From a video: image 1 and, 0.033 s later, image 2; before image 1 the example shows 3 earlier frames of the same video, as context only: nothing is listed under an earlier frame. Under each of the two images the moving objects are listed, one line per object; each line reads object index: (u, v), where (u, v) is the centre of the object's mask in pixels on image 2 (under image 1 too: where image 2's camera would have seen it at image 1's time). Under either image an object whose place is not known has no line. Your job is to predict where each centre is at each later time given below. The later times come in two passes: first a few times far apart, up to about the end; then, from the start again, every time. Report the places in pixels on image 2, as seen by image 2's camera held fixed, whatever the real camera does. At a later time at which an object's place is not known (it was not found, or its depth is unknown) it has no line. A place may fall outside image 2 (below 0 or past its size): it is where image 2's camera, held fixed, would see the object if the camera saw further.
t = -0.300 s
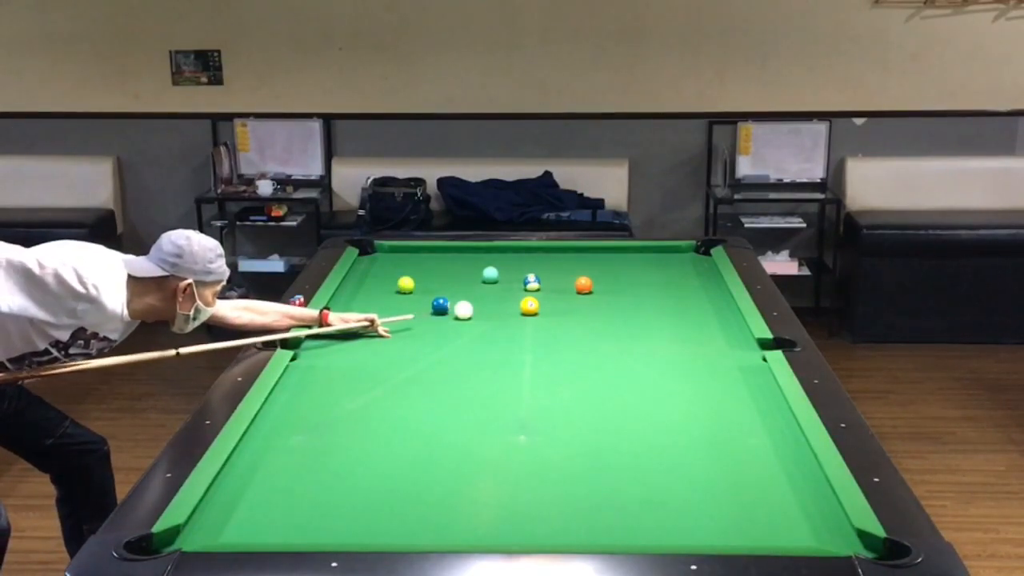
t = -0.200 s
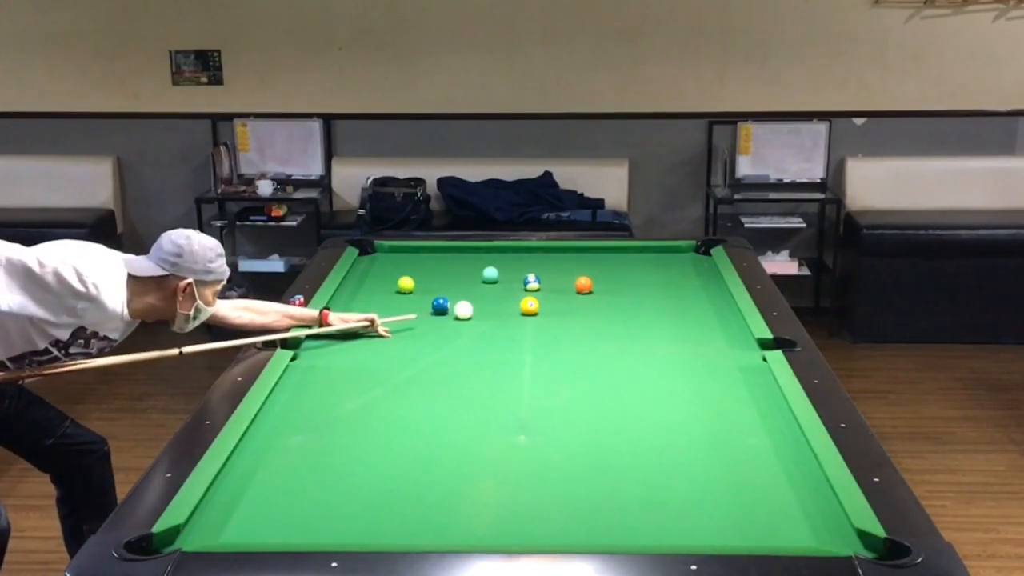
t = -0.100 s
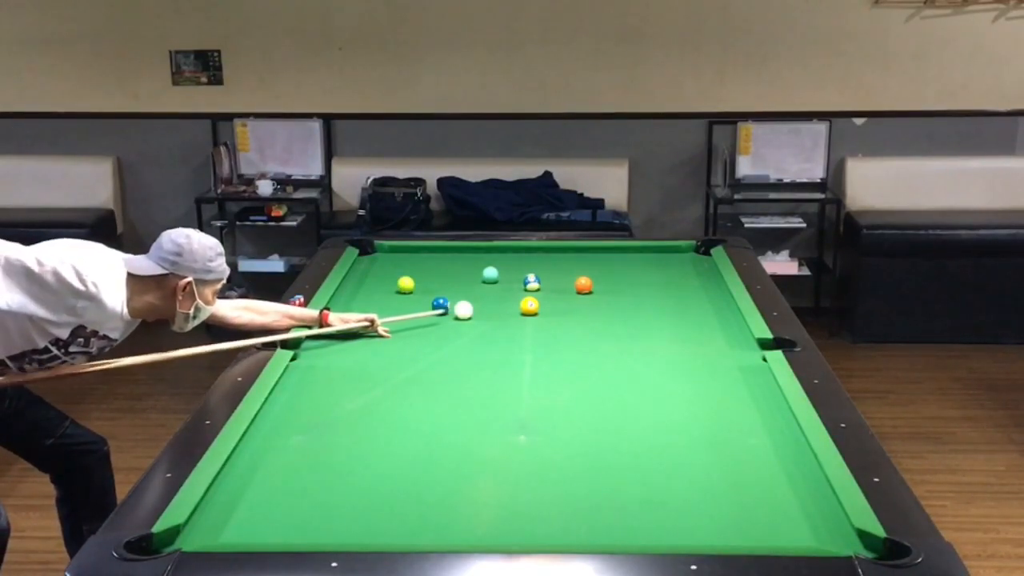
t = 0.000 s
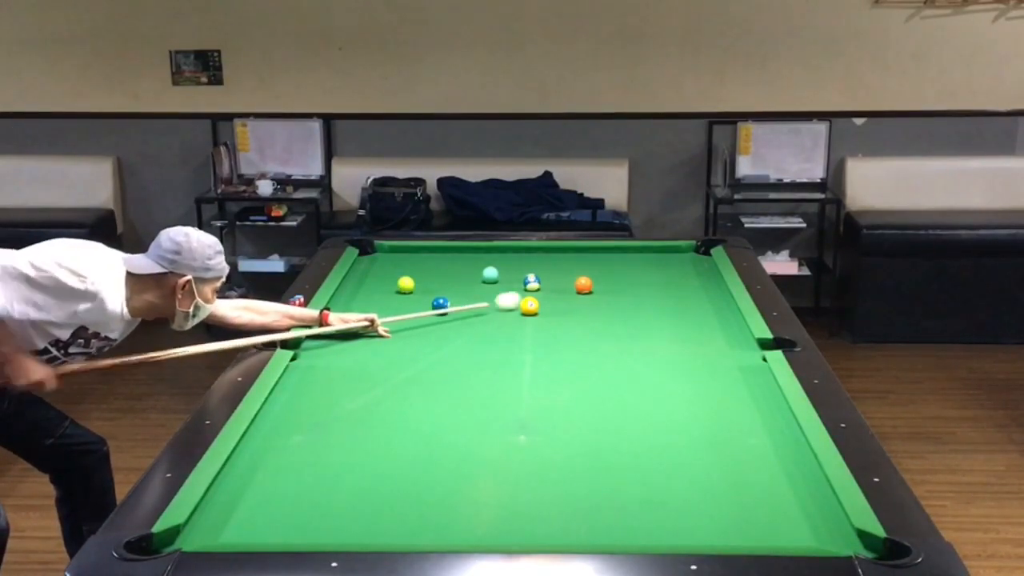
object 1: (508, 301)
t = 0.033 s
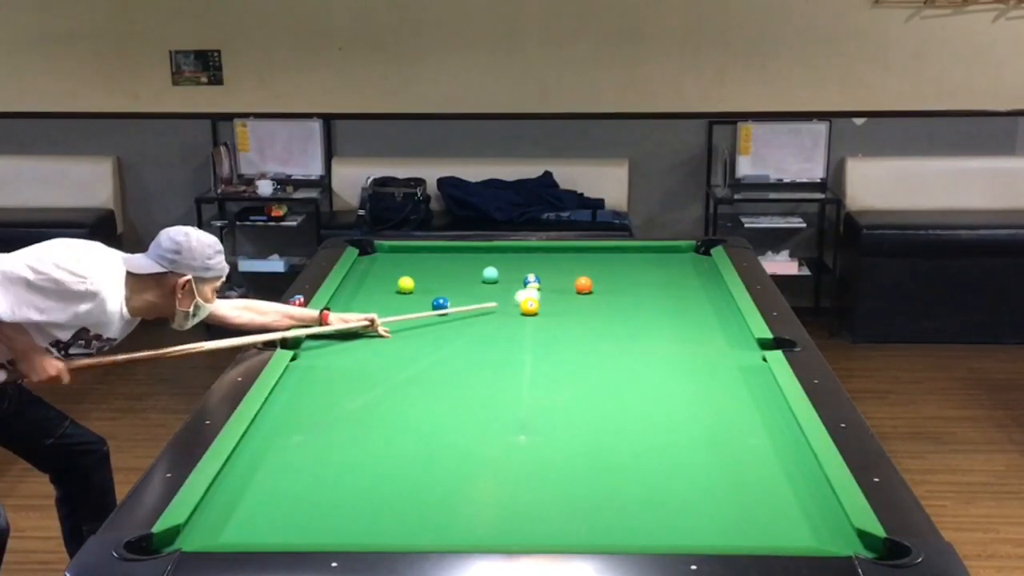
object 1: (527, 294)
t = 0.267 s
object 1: (597, 290)
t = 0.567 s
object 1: (662, 287)
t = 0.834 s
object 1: (717, 285)
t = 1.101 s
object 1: (692, 285)
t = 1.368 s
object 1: (667, 286)
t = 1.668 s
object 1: (641, 286)
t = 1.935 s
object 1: (620, 287)
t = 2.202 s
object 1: (601, 287)
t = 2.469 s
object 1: (584, 287)
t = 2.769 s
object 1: (567, 288)
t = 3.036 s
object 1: (554, 289)
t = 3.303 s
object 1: (544, 289)
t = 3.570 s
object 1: (535, 289)
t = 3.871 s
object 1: (528, 289)
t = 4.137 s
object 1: (523, 289)
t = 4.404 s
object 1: (520, 290)
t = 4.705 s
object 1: (519, 290)
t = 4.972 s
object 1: (519, 290)
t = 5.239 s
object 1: (519, 290)
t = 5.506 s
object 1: (519, 290)
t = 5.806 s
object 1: (519, 290)
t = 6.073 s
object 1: (519, 290)
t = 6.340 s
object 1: (519, 290)
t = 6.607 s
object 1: (519, 290)
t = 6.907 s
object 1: (519, 290)
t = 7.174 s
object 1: (519, 290)
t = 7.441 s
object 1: (519, 290)
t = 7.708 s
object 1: (519, 290)
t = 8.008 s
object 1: (519, 290)
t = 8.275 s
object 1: (519, 290)
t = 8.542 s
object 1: (519, 290)
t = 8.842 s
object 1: (519, 290)
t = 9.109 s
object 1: (519, 290)
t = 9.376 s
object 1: (519, 290)
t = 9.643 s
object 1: (519, 290)
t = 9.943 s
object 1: (519, 290)
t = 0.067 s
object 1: (546, 293)
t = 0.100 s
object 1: (563, 290)
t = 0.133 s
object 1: (575, 288)
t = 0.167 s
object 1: (579, 289)
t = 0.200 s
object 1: (584, 290)
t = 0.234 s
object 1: (591, 290)
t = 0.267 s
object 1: (597, 290)
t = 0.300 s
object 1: (604, 290)
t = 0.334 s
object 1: (611, 289)
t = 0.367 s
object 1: (619, 289)
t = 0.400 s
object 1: (626, 289)
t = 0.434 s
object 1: (633, 289)
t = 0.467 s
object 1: (640, 288)
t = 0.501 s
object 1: (648, 288)
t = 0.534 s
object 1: (655, 288)
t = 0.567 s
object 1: (662, 287)
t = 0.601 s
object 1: (669, 287)
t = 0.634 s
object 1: (676, 287)
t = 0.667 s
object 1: (683, 286)
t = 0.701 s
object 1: (689, 286)
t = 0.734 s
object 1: (697, 286)
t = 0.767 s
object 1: (703, 286)
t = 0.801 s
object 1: (710, 285)
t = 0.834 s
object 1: (717, 285)
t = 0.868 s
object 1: (716, 285)
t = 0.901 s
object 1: (712, 285)
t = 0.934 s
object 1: (709, 285)
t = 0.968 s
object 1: (706, 285)
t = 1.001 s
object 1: (702, 285)
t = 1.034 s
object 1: (699, 285)
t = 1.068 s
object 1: (695, 285)
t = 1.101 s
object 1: (692, 285)
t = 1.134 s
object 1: (689, 285)
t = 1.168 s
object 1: (686, 285)
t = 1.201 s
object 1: (683, 285)
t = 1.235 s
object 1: (679, 286)
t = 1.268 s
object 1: (676, 286)
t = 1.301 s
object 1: (673, 286)
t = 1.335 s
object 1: (670, 286)
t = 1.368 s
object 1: (667, 286)
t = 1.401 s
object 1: (664, 286)
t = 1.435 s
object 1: (661, 286)
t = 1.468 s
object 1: (658, 286)
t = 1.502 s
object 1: (655, 286)
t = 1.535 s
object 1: (652, 286)
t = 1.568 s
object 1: (649, 286)
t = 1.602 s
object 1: (647, 286)
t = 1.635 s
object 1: (644, 286)
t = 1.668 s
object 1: (641, 286)
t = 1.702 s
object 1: (638, 286)
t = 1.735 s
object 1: (636, 286)
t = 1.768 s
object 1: (633, 286)
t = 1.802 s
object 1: (630, 286)
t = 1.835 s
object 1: (628, 286)
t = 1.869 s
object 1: (625, 287)
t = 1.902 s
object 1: (622, 287)
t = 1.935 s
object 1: (620, 287)
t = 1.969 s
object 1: (617, 287)
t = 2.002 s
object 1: (615, 287)
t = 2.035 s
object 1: (613, 287)
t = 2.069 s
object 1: (610, 287)
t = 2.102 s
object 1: (608, 287)
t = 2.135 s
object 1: (606, 287)
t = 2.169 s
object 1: (603, 287)
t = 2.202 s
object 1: (601, 287)
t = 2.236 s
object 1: (599, 287)
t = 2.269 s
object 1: (597, 287)
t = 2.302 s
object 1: (594, 287)
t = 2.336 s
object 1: (592, 287)
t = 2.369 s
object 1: (590, 287)
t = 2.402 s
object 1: (588, 287)
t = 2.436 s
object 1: (586, 287)
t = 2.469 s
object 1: (584, 287)
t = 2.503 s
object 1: (582, 288)
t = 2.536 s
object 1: (580, 288)
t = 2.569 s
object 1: (578, 288)
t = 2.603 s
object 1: (576, 288)
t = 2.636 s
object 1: (574, 288)
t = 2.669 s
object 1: (573, 288)
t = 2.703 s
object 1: (571, 288)
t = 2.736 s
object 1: (569, 288)
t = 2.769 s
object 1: (567, 288)
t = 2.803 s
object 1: (566, 288)
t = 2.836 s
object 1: (564, 288)
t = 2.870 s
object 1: (562, 288)
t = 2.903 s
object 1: (561, 288)
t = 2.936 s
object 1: (559, 289)
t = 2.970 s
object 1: (557, 289)
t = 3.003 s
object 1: (556, 289)
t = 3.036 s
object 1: (554, 289)
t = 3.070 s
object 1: (553, 289)
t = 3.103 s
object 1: (552, 289)
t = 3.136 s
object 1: (550, 289)
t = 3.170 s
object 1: (549, 289)
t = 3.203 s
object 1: (548, 289)
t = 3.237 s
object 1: (546, 289)
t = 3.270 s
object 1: (545, 289)
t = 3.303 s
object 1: (544, 289)
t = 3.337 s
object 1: (543, 289)
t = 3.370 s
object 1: (541, 289)
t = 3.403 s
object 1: (540, 289)
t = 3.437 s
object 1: (539, 289)
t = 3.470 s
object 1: (538, 289)
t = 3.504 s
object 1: (537, 289)
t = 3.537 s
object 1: (536, 289)
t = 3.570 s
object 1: (535, 289)
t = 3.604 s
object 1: (534, 289)
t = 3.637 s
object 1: (533, 289)
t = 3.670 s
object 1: (532, 289)
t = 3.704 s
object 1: (531, 289)
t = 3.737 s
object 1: (530, 289)
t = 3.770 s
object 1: (530, 289)
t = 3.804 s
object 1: (529, 289)
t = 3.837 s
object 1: (529, 289)
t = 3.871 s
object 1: (528, 289)
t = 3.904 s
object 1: (527, 289)
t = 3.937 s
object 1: (527, 289)
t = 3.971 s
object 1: (526, 289)
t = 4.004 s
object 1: (525, 289)
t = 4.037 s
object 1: (525, 289)
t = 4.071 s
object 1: (524, 289)
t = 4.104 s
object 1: (523, 289)
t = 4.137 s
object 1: (523, 289)
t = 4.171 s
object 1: (522, 289)
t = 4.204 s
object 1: (522, 289)
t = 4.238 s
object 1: (522, 290)
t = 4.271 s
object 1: (521, 290)
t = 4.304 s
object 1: (521, 290)
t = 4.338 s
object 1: (521, 290)
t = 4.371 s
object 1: (520, 290)
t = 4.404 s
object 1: (520, 290)
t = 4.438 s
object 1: (520, 290)
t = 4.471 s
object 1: (520, 290)
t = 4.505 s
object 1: (519, 290)
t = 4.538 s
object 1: (520, 290)
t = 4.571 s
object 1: (519, 290)
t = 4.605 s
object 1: (519, 290)
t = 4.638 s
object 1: (519, 290)
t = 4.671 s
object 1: (519, 290)
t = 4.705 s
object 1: (519, 290)
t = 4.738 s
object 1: (519, 290)
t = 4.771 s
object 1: (519, 290)
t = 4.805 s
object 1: (519, 290)
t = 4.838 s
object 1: (519, 290)
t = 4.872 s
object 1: (519, 290)
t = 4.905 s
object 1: (519, 290)
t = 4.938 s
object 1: (519, 290)
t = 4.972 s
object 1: (519, 290)
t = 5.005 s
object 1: (519, 290)
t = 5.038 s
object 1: (519, 290)
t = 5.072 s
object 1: (519, 290)
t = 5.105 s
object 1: (519, 290)
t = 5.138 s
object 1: (519, 290)
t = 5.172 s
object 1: (519, 290)
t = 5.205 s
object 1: (519, 290)
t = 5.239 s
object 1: (519, 290)
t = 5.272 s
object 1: (519, 290)
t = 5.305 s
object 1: (519, 290)
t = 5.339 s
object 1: (519, 290)
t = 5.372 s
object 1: (519, 290)
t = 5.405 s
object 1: (519, 290)
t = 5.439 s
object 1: (519, 290)
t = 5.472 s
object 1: (519, 290)
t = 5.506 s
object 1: (519, 290)
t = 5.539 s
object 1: (519, 290)
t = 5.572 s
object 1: (519, 290)
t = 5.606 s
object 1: (519, 290)
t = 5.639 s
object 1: (519, 290)
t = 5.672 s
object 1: (519, 290)
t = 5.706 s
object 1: (519, 290)
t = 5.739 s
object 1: (519, 290)
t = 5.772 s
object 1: (519, 290)
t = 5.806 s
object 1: (519, 290)
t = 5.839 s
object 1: (519, 290)
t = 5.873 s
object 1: (519, 290)
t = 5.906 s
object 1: (519, 290)
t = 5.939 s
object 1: (519, 290)
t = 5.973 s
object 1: (519, 290)
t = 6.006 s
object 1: (519, 290)
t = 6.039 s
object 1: (519, 290)
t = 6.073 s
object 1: (519, 290)
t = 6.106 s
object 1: (519, 290)
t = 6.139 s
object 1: (519, 290)
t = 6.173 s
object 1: (519, 290)
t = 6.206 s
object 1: (519, 290)
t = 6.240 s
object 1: (519, 290)
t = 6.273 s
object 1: (519, 290)
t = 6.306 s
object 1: (519, 290)
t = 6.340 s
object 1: (519, 290)
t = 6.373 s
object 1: (519, 290)
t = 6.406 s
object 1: (519, 290)
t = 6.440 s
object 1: (519, 290)
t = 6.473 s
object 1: (519, 290)
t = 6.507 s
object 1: (519, 290)
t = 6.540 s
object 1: (519, 290)
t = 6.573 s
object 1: (519, 290)
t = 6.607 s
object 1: (519, 290)
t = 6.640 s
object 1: (519, 290)
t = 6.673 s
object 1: (519, 290)
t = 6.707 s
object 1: (519, 290)
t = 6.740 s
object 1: (519, 290)
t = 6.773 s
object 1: (519, 290)
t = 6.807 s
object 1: (519, 290)
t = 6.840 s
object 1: (519, 290)
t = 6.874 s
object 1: (519, 290)
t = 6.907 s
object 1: (519, 290)
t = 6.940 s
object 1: (519, 290)
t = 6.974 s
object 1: (519, 290)
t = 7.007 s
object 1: (519, 290)
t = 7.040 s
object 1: (519, 290)
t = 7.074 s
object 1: (519, 290)
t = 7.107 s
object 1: (519, 290)
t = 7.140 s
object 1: (519, 290)
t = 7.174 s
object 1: (519, 290)
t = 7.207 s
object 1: (519, 290)
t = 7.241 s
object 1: (519, 290)
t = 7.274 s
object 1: (519, 290)
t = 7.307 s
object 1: (519, 290)
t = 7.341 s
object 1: (519, 290)
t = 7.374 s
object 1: (519, 290)
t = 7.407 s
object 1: (519, 290)
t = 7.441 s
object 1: (519, 290)
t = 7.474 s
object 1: (519, 290)
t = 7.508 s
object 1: (519, 290)
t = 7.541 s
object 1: (519, 290)
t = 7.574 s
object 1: (519, 290)
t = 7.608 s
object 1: (519, 290)
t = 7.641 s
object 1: (519, 290)
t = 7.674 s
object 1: (519, 290)
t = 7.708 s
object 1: (519, 290)
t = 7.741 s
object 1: (519, 290)
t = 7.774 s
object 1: (519, 290)
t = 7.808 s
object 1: (519, 290)
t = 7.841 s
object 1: (519, 290)
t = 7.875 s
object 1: (519, 290)
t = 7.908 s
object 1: (519, 290)
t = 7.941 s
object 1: (519, 290)
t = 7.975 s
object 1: (519, 290)
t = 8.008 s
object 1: (519, 290)
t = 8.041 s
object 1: (519, 290)
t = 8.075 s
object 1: (519, 290)
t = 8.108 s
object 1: (519, 290)
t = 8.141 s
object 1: (519, 290)
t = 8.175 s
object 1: (519, 290)
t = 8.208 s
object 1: (519, 290)
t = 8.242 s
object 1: (519, 290)
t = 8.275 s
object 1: (519, 290)
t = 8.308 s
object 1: (519, 290)
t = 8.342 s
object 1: (519, 290)
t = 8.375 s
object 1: (519, 290)
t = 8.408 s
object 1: (519, 290)
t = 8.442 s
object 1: (519, 290)
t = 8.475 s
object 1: (519, 290)
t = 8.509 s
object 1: (519, 290)
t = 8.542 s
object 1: (519, 290)
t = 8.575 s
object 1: (519, 290)
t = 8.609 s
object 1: (519, 290)
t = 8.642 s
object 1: (519, 290)
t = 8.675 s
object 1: (519, 290)
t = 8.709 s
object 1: (519, 290)
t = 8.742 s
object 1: (519, 290)
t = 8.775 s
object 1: (519, 290)
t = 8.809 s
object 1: (519, 290)
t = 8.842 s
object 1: (519, 290)
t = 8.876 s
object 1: (519, 290)
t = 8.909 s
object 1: (519, 290)
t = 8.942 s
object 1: (519, 290)
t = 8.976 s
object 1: (519, 290)
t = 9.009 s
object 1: (519, 290)
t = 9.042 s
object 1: (519, 290)
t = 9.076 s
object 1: (519, 290)
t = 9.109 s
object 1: (519, 290)
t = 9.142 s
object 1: (519, 290)
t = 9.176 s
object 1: (519, 290)
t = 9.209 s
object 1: (519, 290)
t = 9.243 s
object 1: (519, 290)
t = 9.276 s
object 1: (519, 290)
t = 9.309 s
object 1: (519, 290)
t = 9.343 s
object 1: (519, 290)
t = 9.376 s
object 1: (519, 290)
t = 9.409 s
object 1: (519, 290)
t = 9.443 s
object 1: (519, 290)
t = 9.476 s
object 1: (519, 290)
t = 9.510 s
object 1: (519, 290)
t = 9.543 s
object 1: (519, 290)
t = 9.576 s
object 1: (519, 290)
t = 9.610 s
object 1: (519, 290)
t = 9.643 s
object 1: (519, 290)
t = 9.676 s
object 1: (519, 290)
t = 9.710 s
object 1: (519, 290)
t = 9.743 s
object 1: (519, 290)
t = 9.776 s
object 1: (519, 290)
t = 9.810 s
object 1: (519, 290)
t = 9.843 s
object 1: (519, 290)
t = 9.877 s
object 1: (519, 290)
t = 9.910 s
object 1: (519, 290)
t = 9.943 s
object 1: (519, 290)
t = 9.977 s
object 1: (519, 290)
